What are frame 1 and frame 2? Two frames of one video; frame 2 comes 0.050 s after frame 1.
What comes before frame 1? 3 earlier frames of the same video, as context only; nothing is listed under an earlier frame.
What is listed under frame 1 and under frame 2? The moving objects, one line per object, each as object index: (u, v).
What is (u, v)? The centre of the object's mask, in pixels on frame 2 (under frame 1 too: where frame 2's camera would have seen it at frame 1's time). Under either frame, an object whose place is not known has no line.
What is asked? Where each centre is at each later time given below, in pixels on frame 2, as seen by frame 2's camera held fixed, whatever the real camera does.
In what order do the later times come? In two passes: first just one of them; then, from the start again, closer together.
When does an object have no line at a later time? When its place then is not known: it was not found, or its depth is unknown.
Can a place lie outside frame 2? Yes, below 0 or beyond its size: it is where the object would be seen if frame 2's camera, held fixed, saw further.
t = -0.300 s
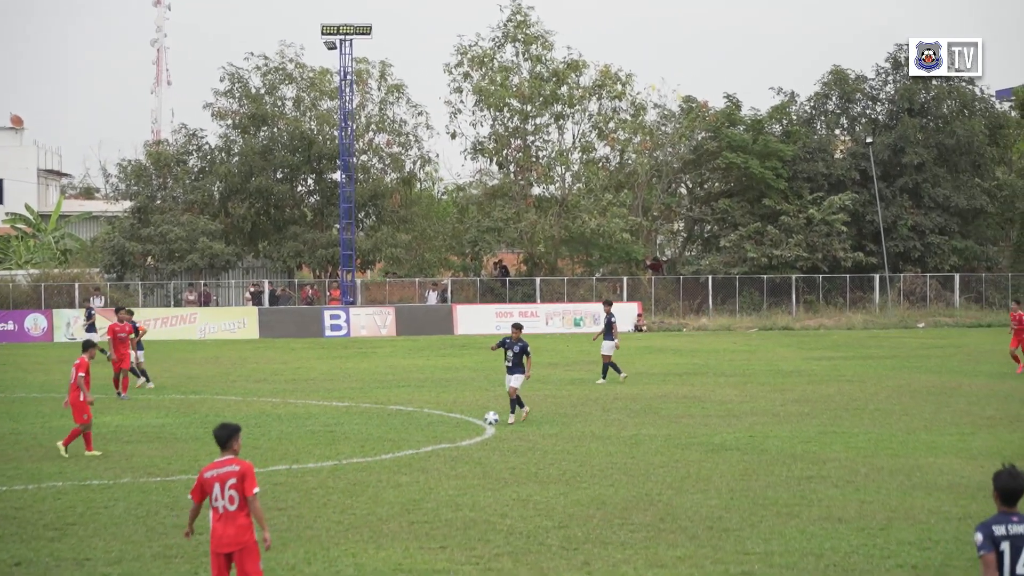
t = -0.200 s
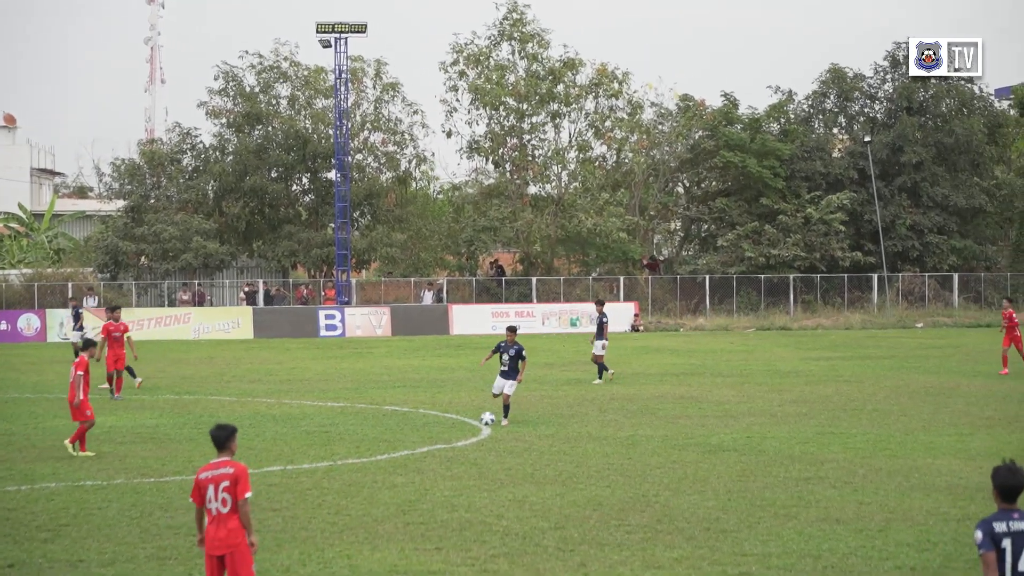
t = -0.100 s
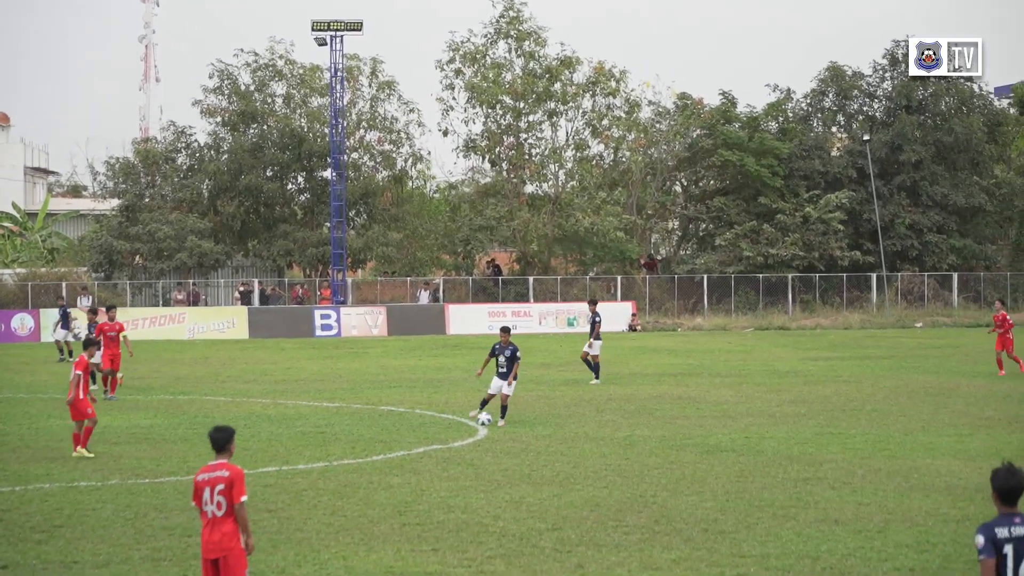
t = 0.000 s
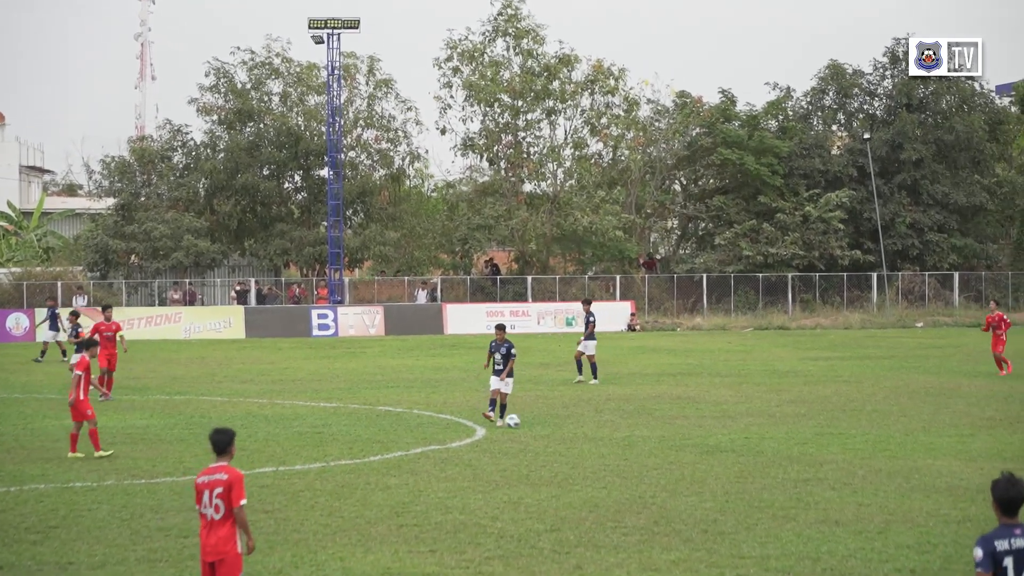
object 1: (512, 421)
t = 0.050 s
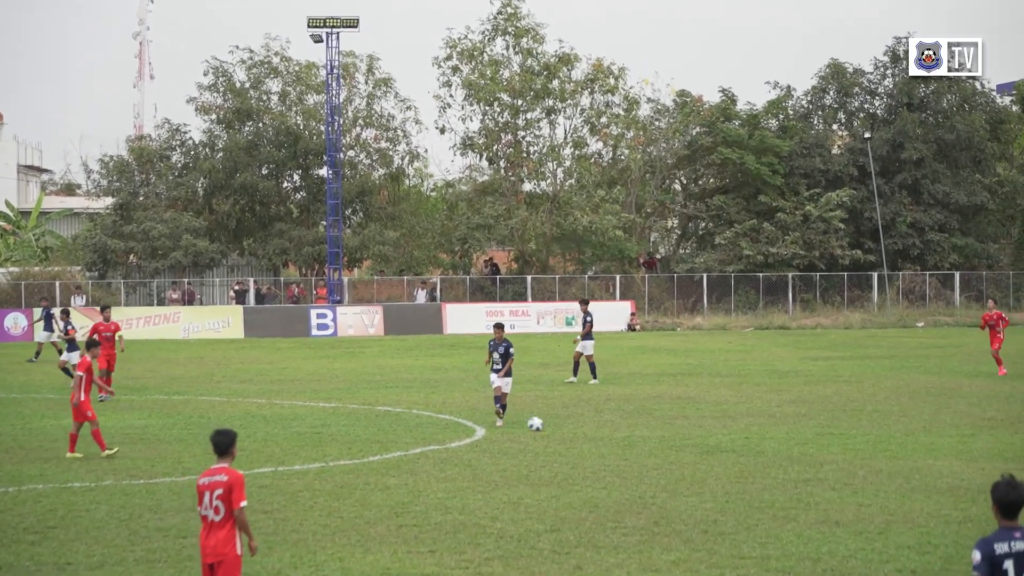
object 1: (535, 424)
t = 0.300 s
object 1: (641, 433)
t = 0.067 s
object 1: (543, 425)
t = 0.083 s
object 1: (550, 425)
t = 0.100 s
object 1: (557, 426)
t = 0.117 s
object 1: (565, 426)
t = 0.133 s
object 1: (572, 427)
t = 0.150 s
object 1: (580, 427)
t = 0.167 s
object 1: (587, 428)
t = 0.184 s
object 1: (594, 429)
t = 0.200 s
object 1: (601, 429)
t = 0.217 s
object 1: (607, 430)
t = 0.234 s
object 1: (614, 430)
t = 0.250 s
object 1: (620, 430)
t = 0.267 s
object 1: (627, 431)
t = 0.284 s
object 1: (634, 432)
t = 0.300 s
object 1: (641, 433)
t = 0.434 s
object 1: (694, 439)
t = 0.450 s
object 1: (702, 439)
